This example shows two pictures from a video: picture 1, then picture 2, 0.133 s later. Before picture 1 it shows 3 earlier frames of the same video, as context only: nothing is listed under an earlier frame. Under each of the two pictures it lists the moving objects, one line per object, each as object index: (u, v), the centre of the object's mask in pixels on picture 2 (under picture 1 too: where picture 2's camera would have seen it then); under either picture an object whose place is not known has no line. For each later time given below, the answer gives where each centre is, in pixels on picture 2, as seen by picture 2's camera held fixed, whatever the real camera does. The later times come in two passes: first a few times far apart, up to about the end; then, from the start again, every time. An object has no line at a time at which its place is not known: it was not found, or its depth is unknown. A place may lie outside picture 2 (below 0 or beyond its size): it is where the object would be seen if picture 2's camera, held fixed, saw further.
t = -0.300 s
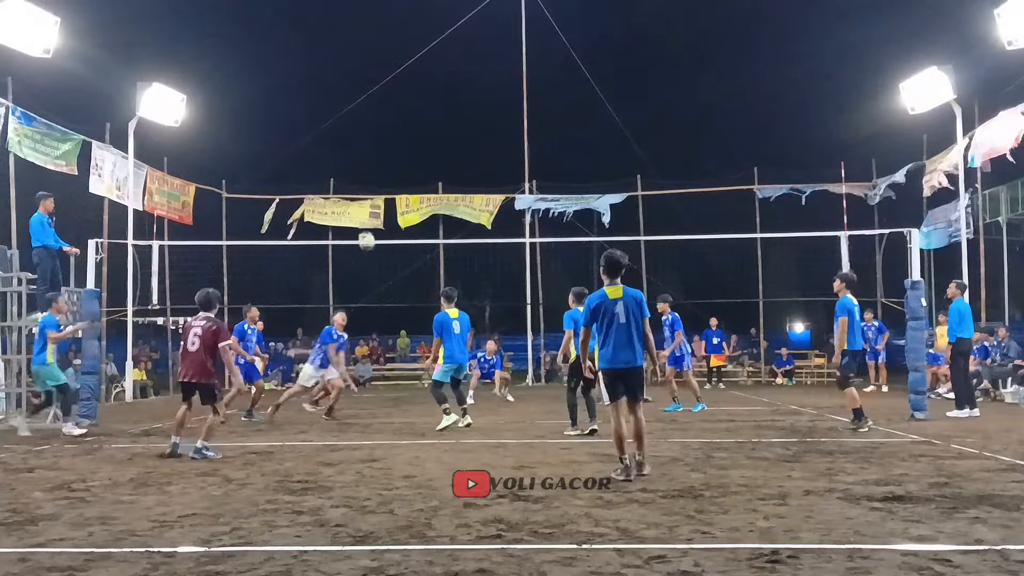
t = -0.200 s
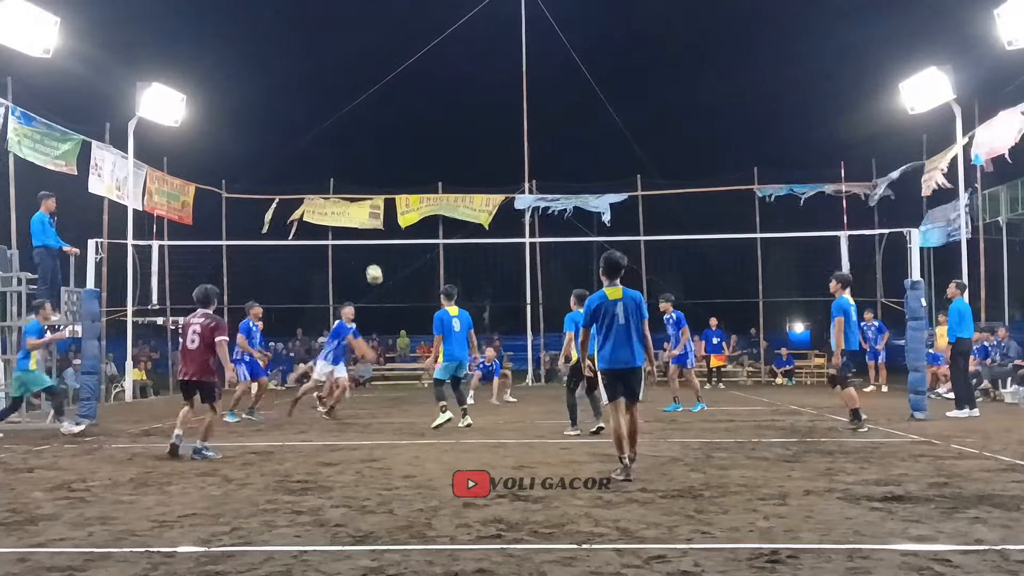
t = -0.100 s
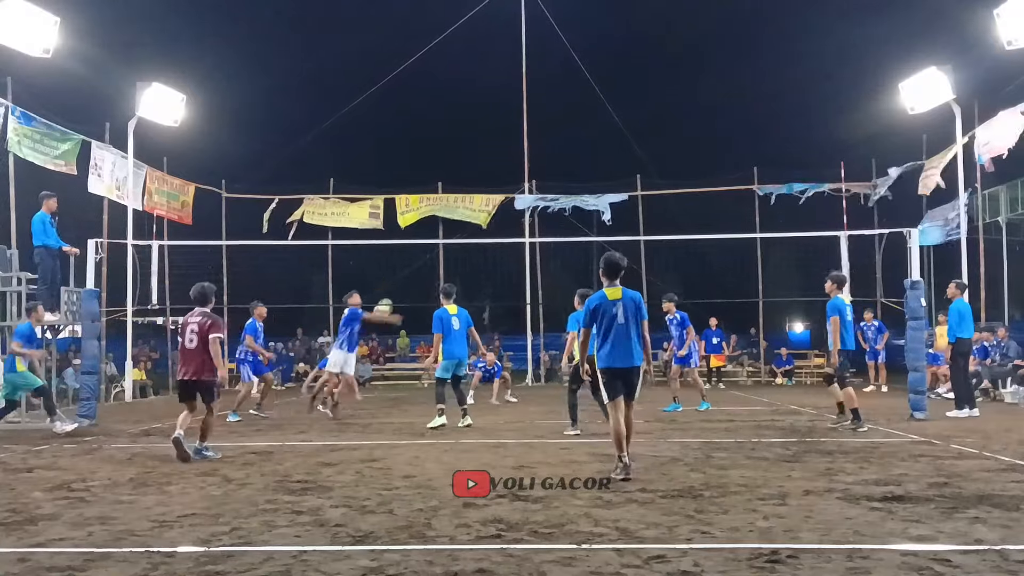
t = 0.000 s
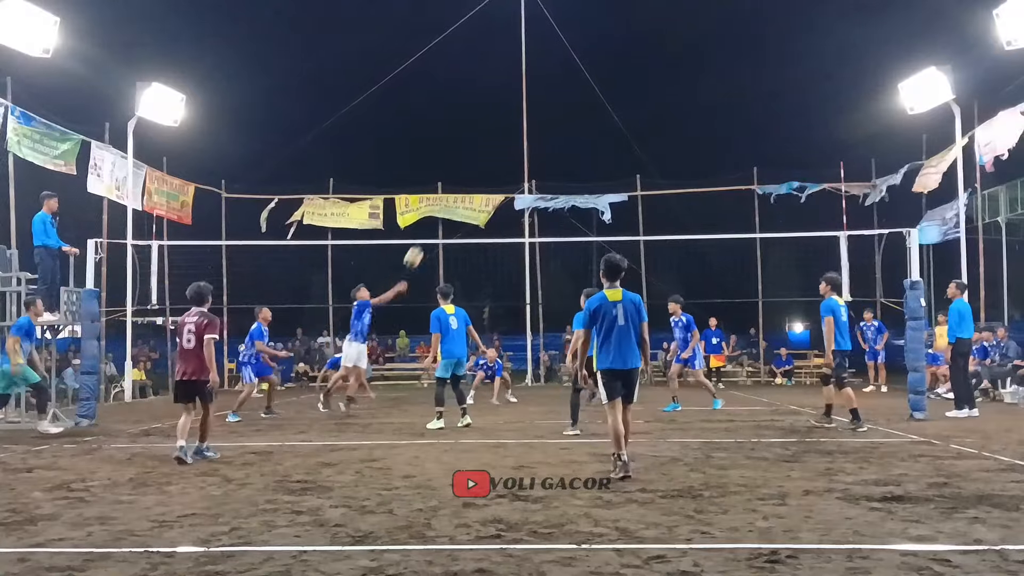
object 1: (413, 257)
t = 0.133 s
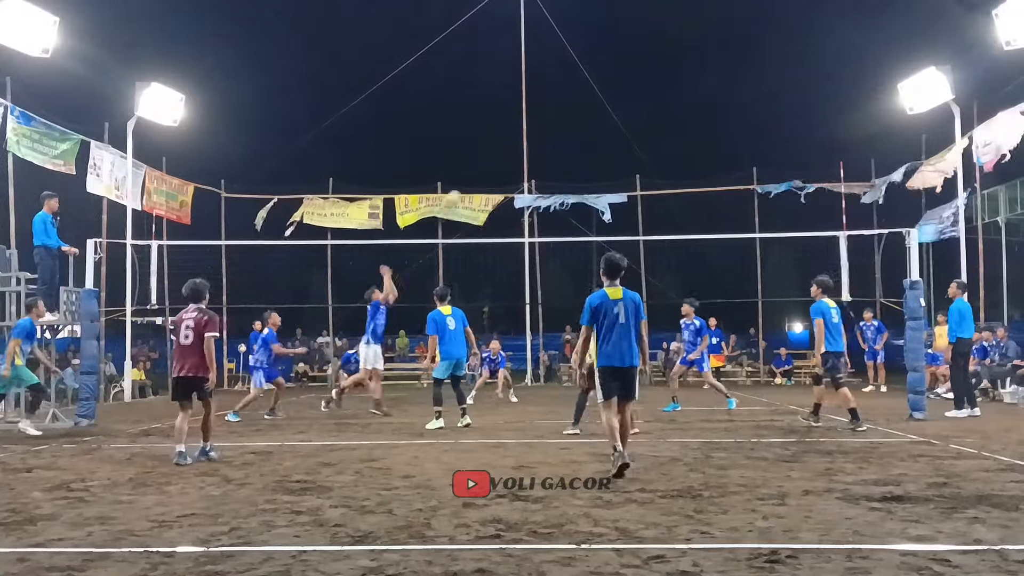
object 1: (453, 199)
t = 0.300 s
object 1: (495, 153)
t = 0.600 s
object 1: (562, 122)
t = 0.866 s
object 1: (612, 142)
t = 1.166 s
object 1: (661, 210)
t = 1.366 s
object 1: (689, 276)
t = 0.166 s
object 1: (461, 187)
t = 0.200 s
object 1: (470, 178)
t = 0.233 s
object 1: (478, 169)
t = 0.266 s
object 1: (487, 161)
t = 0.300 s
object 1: (495, 153)
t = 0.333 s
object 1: (503, 146)
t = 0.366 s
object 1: (511, 141)
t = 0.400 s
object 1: (519, 136)
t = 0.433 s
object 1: (527, 131)
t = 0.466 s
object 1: (534, 128)
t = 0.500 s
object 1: (541, 125)
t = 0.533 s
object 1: (548, 123)
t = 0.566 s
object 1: (555, 122)
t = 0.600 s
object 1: (562, 122)
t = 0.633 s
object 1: (569, 122)
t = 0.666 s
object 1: (575, 123)
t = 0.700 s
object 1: (582, 125)
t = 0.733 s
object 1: (588, 127)
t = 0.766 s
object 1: (594, 130)
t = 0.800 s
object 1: (601, 134)
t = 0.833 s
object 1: (607, 138)
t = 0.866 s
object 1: (612, 142)
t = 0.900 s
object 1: (618, 148)
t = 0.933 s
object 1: (624, 154)
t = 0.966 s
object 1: (630, 160)
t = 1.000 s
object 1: (635, 167)
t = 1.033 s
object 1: (640, 174)
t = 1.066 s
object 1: (645, 183)
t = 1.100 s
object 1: (651, 191)
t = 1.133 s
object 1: (656, 201)
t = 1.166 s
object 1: (661, 210)
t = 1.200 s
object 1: (666, 220)
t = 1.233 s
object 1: (670, 229)
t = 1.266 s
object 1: (675, 242)
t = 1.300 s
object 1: (680, 253)
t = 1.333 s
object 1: (684, 264)
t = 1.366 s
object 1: (689, 276)
